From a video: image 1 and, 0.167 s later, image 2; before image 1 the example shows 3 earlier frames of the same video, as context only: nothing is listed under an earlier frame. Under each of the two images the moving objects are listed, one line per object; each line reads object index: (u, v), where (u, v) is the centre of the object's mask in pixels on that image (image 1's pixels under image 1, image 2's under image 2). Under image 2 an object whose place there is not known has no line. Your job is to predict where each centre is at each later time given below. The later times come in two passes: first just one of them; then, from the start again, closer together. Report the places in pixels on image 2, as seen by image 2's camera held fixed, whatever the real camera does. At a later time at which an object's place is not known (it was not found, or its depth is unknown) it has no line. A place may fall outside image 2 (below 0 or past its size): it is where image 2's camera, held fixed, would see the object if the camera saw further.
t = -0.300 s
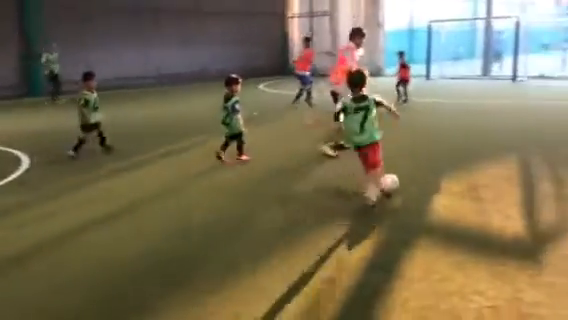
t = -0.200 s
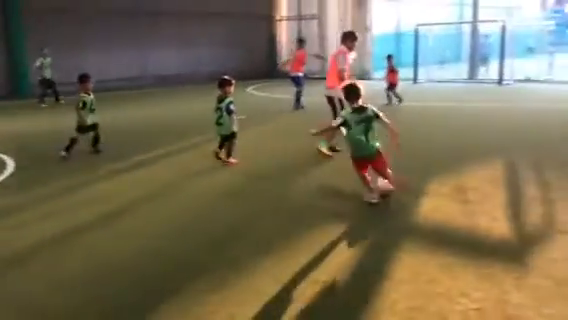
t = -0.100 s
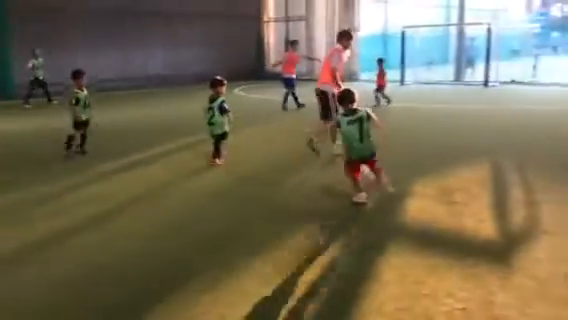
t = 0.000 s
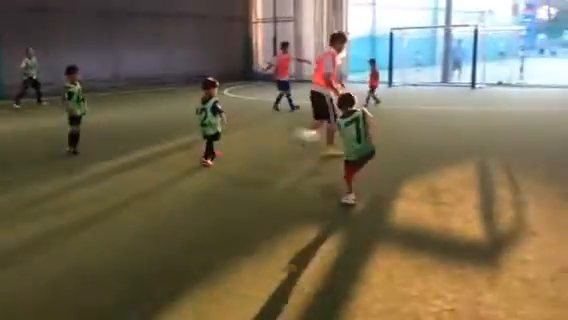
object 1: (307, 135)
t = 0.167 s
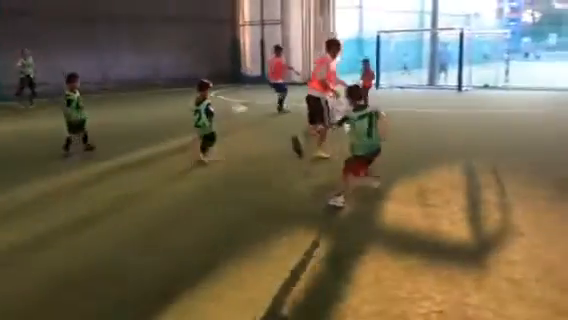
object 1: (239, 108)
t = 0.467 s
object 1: (173, 113)
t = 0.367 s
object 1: (191, 106)
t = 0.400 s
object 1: (185, 106)
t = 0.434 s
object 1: (181, 109)
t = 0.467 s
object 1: (173, 113)
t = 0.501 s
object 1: (166, 116)
